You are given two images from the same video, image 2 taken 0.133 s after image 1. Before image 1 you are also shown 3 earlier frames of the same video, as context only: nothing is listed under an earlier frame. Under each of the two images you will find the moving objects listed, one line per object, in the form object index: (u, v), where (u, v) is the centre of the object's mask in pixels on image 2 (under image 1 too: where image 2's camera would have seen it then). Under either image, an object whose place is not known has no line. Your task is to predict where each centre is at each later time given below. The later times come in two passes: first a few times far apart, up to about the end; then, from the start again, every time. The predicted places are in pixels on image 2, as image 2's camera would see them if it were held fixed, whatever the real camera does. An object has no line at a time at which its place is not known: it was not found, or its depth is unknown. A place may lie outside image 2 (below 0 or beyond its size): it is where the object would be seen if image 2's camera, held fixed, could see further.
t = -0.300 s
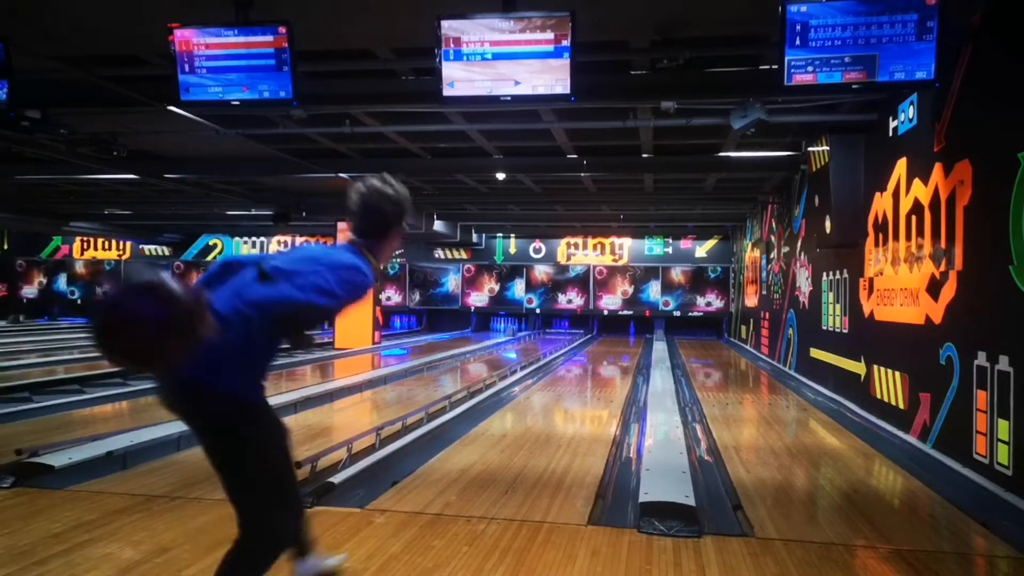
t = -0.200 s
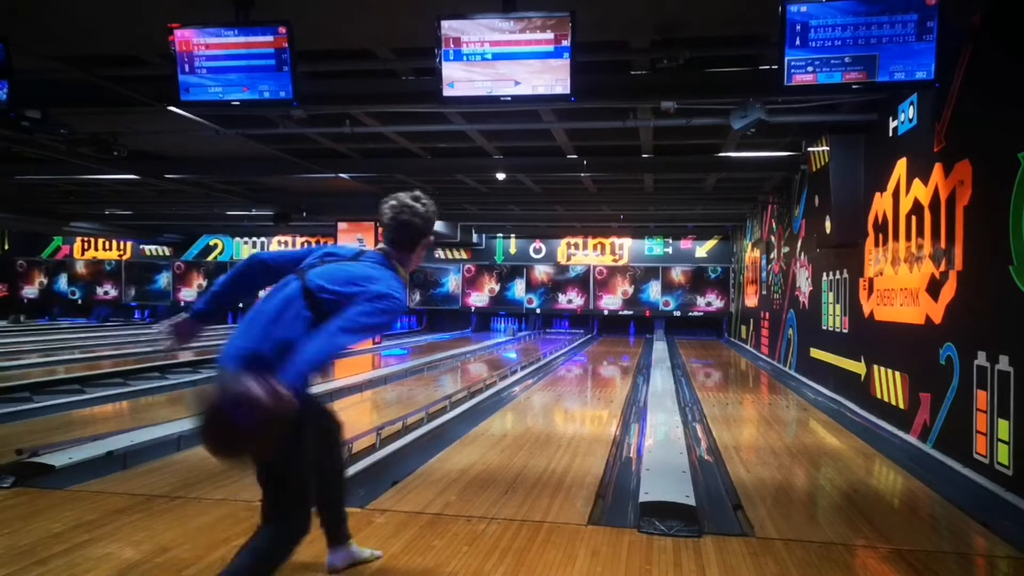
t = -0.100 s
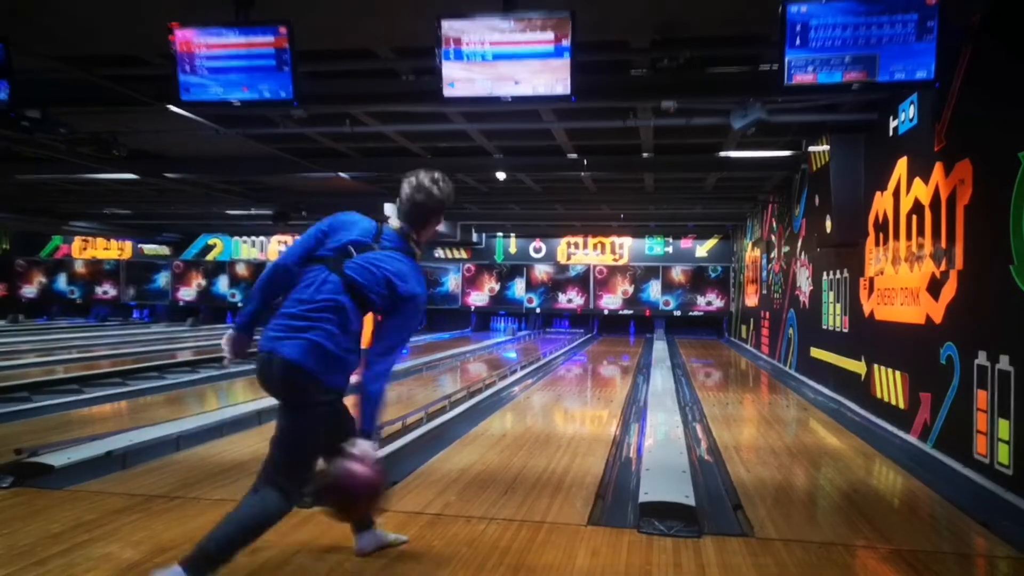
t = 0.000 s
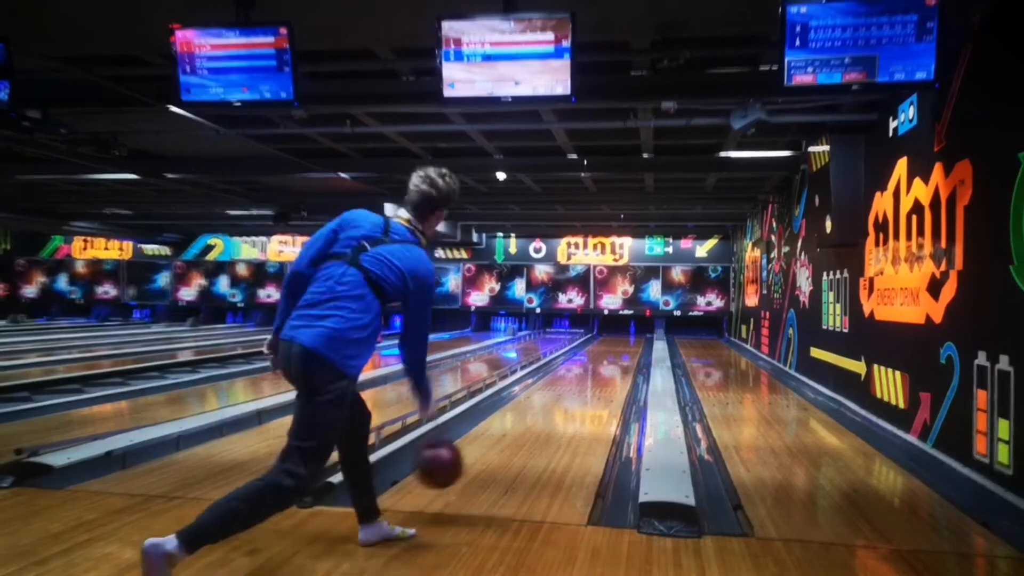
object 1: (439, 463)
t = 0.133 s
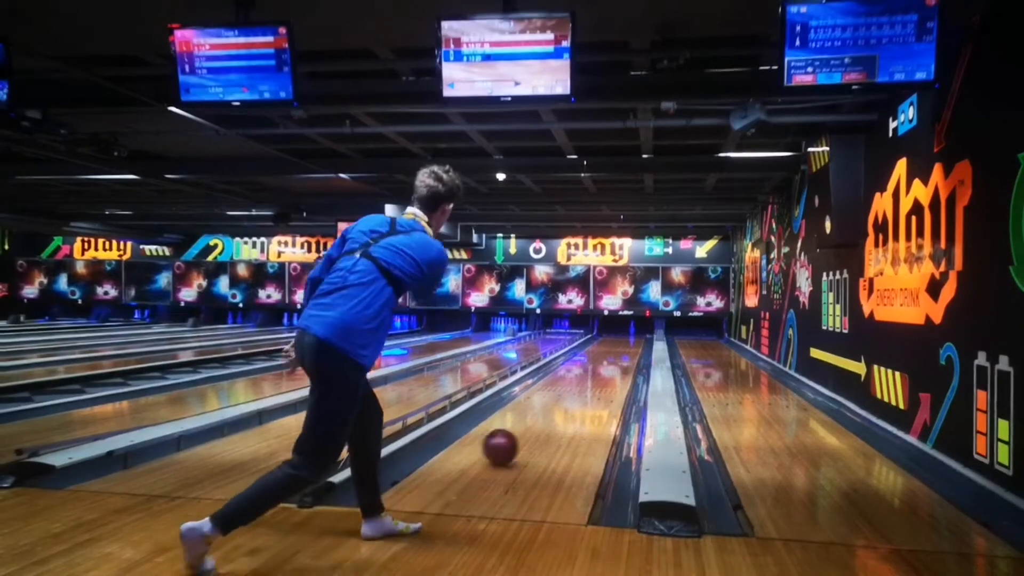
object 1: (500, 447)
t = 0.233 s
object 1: (528, 424)
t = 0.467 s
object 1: (567, 389)
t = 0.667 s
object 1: (586, 373)
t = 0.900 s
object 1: (601, 359)
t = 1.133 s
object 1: (611, 351)
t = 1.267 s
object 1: (615, 346)
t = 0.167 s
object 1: (511, 439)
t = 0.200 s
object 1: (520, 431)
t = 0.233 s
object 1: (528, 424)
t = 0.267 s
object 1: (536, 417)
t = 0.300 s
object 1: (543, 412)
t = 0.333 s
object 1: (549, 406)
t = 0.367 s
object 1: (554, 401)
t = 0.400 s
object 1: (559, 396)
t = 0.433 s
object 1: (563, 392)
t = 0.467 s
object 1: (567, 389)
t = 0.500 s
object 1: (571, 386)
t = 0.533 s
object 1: (575, 383)
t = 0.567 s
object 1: (578, 380)
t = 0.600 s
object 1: (581, 377)
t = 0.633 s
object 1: (584, 375)
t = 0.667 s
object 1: (586, 373)
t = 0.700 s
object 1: (589, 370)
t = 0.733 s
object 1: (591, 368)
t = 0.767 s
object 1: (593, 366)
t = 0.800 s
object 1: (595, 364)
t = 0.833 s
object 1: (597, 362)
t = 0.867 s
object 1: (599, 361)
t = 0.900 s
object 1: (601, 359)
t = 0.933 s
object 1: (602, 358)
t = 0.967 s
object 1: (604, 357)
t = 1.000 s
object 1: (605, 355)
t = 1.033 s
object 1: (607, 354)
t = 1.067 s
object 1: (608, 353)
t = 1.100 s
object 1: (609, 352)
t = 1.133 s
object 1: (611, 351)
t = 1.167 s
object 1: (612, 349)
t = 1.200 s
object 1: (613, 348)
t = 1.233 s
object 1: (614, 347)
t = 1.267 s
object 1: (615, 346)
